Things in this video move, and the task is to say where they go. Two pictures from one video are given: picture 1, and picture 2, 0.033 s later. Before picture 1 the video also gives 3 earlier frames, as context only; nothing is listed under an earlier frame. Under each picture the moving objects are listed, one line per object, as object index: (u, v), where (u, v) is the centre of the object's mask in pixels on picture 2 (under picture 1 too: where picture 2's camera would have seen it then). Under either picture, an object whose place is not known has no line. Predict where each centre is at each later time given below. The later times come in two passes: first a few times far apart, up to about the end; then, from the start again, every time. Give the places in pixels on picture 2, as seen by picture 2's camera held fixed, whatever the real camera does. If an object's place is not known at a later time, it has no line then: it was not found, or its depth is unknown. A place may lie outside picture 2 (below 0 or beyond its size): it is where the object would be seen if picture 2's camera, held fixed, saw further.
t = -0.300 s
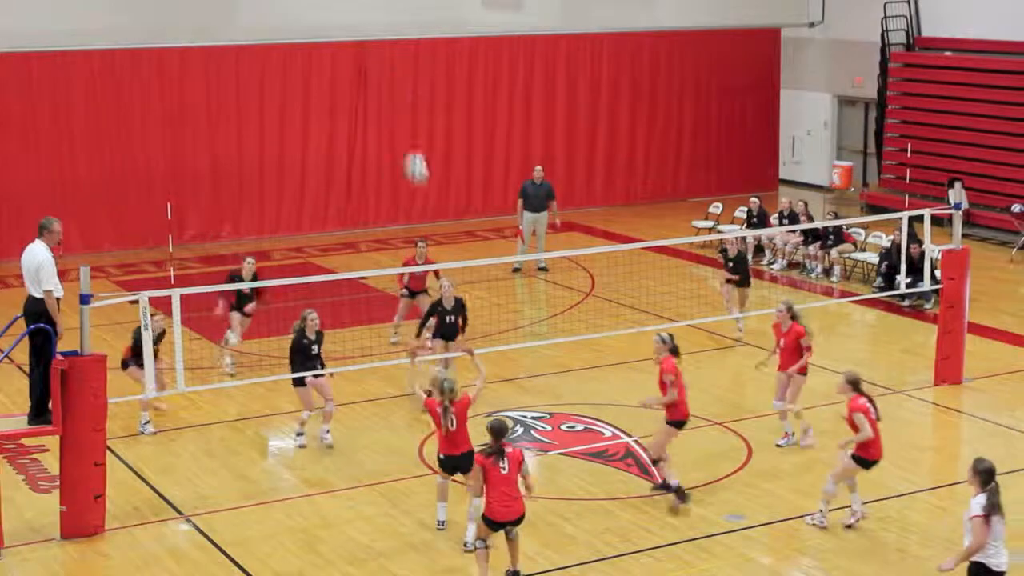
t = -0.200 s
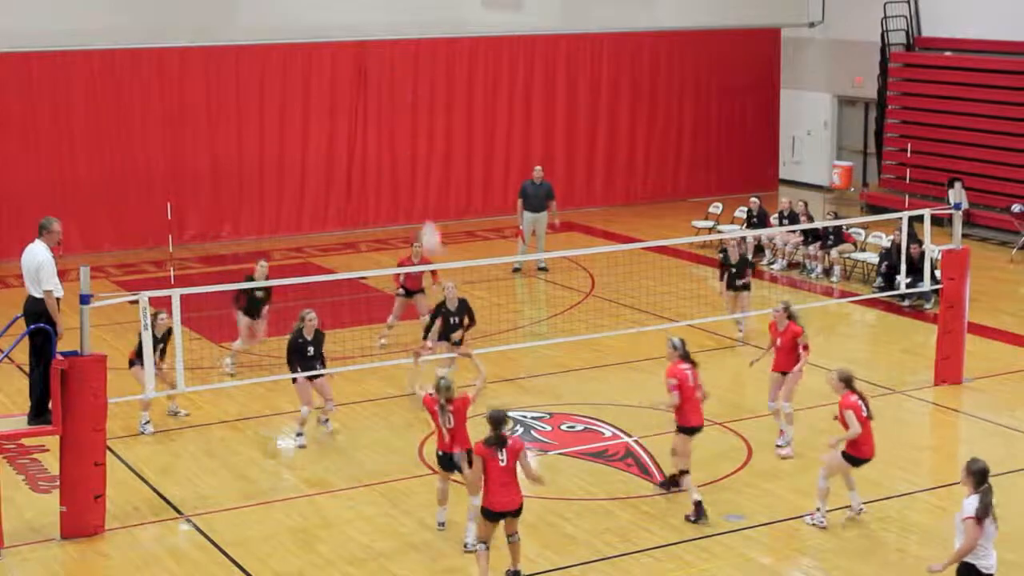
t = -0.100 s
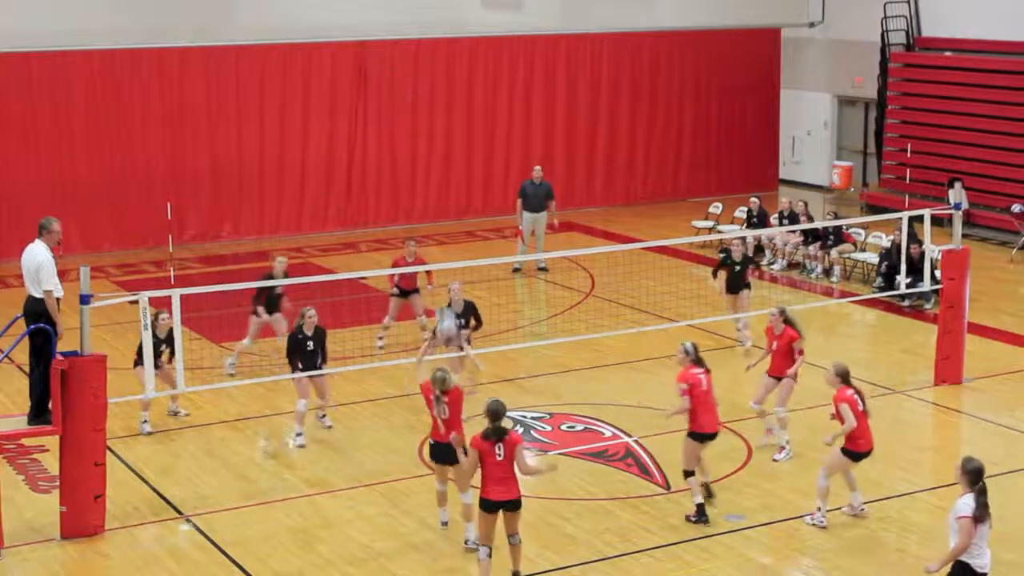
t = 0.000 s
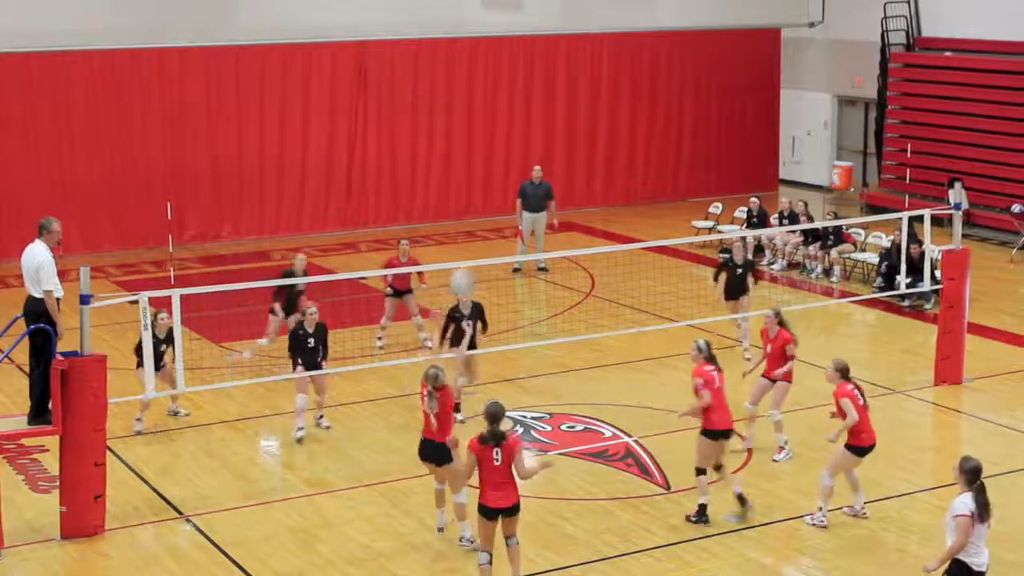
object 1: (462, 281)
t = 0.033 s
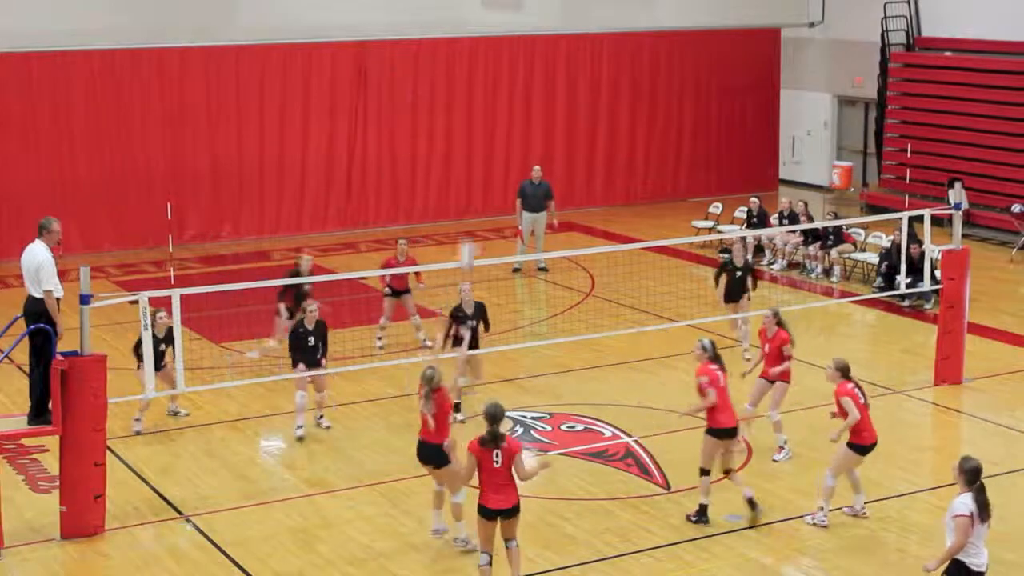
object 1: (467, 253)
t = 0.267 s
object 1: (504, 137)
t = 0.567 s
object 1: (555, 74)
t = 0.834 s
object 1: (599, 96)
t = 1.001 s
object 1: (624, 147)
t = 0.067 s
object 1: (472, 236)
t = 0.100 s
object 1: (477, 215)
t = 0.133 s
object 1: (482, 198)
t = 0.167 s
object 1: (487, 180)
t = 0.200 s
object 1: (493, 163)
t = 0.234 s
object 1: (499, 150)
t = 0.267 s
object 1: (504, 137)
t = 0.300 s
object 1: (511, 124)
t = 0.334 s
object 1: (516, 114)
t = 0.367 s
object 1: (523, 104)
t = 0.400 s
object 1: (527, 96)
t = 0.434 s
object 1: (533, 90)
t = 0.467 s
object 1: (539, 84)
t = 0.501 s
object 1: (544, 79)
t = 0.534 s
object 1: (550, 76)
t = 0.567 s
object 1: (555, 74)
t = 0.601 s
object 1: (561, 73)
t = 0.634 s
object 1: (566, 73)
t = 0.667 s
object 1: (572, 74)
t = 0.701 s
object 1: (576, 76)
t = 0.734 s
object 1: (582, 79)
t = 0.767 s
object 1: (588, 84)
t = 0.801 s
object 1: (593, 89)
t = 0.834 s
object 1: (599, 96)
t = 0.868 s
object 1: (603, 104)
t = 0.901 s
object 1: (608, 113)
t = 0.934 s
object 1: (613, 123)
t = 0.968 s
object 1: (619, 134)
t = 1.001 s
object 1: (624, 147)
